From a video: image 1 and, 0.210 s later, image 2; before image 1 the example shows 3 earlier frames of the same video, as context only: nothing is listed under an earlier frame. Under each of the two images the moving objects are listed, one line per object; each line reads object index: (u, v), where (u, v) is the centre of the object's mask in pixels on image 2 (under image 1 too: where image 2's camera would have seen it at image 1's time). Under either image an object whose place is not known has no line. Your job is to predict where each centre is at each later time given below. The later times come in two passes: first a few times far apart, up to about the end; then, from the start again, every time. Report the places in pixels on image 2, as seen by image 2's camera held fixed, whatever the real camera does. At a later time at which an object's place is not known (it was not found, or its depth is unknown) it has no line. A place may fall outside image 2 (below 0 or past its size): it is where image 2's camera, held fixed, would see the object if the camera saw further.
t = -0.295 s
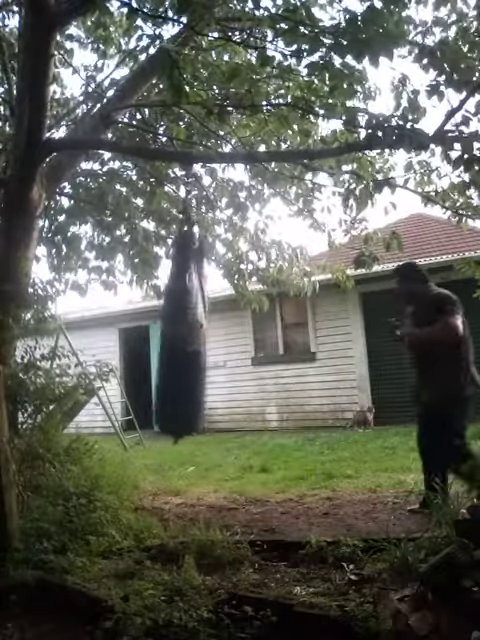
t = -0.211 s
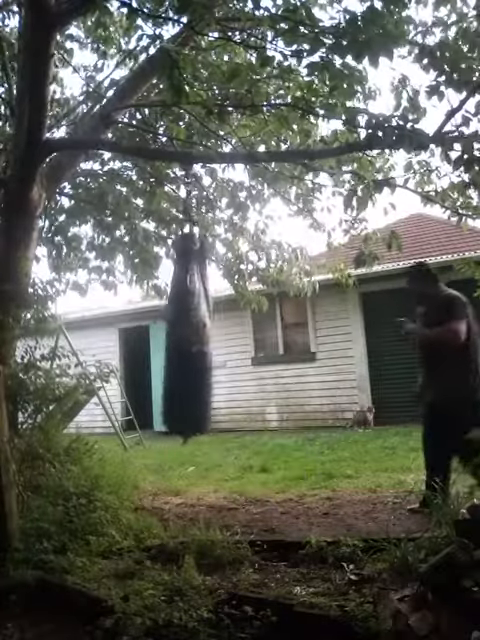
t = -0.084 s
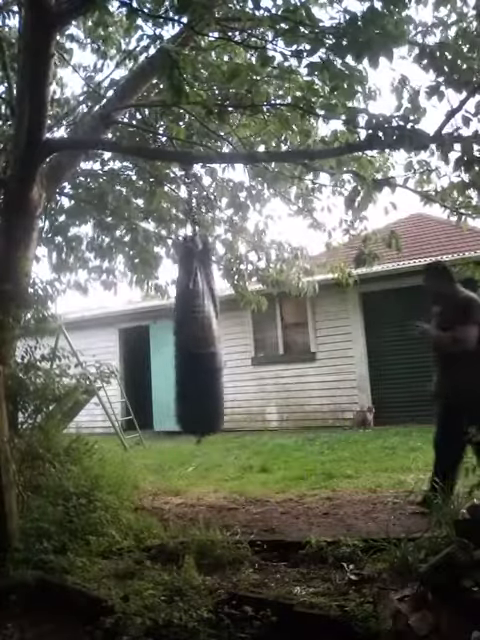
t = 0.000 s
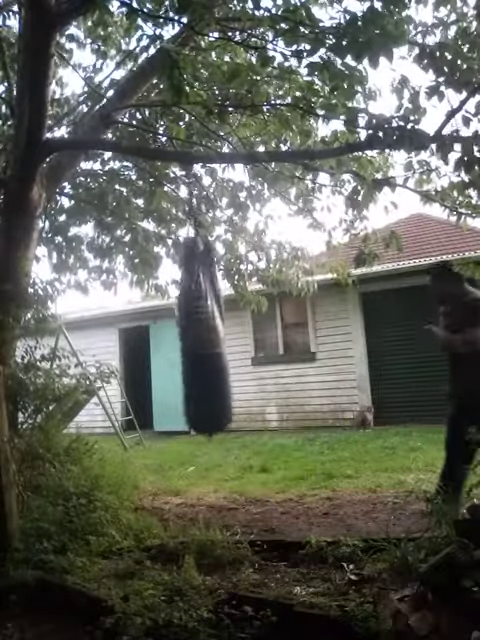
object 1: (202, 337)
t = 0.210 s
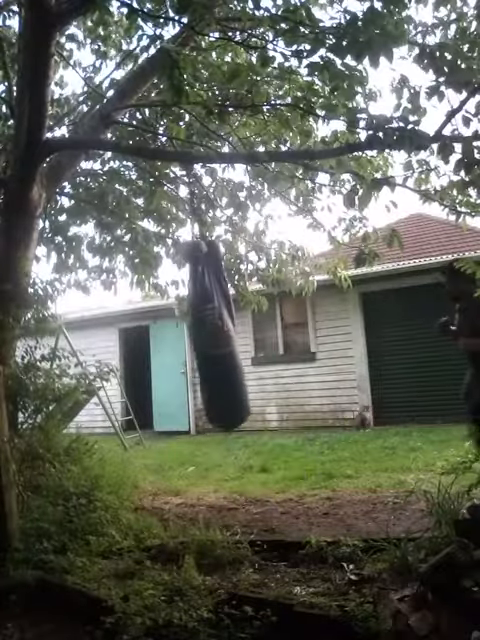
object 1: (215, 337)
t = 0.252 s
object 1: (217, 336)
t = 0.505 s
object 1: (222, 334)
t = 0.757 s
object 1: (217, 333)
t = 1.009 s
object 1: (203, 331)
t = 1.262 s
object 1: (187, 334)
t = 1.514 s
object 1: (174, 333)
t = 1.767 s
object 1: (171, 334)
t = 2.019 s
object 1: (179, 333)
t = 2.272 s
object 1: (196, 340)
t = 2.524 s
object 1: (212, 337)
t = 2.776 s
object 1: (221, 336)
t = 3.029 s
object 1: (219, 336)
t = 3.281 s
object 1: (208, 339)
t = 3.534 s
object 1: (191, 339)
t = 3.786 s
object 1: (177, 333)
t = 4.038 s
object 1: (173, 333)
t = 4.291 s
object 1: (179, 334)
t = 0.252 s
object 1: (217, 336)
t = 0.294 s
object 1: (218, 336)
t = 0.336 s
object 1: (220, 336)
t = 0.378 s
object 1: (221, 335)
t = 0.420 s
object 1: (221, 335)
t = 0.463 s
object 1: (222, 335)
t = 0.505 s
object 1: (222, 334)
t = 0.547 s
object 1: (222, 335)
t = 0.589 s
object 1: (221, 333)
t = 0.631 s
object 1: (220, 333)
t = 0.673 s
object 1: (219, 333)
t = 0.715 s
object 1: (218, 332)
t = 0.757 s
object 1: (217, 333)
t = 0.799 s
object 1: (214, 329)
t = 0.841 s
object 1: (212, 330)
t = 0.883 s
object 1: (211, 335)
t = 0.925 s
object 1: (208, 332)
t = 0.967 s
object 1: (206, 335)
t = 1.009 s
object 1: (203, 331)
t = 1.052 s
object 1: (200, 331)
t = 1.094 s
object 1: (197, 332)
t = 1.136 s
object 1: (195, 333)
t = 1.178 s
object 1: (192, 334)
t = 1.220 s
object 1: (189, 333)
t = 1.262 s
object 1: (187, 334)
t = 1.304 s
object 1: (184, 333)
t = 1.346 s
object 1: (181, 333)
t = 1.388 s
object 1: (179, 332)
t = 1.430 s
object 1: (177, 332)
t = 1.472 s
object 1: (175, 333)
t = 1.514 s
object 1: (174, 333)
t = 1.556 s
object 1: (173, 332)
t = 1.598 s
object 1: (172, 332)
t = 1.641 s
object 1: (171, 333)
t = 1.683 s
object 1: (171, 334)
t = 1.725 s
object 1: (170, 334)
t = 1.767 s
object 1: (171, 334)
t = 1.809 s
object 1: (171, 334)
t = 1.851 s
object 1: (172, 333)
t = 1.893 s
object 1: (173, 334)
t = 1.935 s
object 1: (175, 334)
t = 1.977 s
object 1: (176, 334)
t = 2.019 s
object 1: (179, 333)
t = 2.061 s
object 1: (182, 334)
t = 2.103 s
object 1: (184, 334)
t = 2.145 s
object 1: (187, 334)
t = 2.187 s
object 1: (190, 335)
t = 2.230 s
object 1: (193, 340)
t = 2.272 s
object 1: (196, 340)
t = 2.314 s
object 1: (199, 339)
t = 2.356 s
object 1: (201, 339)
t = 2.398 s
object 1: (204, 338)
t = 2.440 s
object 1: (207, 337)
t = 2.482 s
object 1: (209, 337)
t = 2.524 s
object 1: (212, 337)
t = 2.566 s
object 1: (214, 337)
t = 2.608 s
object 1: (216, 337)
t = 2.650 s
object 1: (218, 336)
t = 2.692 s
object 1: (219, 335)
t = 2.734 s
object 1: (221, 336)
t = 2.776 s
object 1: (221, 336)
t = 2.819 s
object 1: (222, 335)
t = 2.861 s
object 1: (222, 335)
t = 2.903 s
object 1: (222, 335)
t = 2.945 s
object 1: (221, 335)
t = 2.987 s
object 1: (220, 335)
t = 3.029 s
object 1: (219, 336)
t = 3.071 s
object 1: (218, 337)
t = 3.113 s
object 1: (217, 338)
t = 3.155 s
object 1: (215, 338)
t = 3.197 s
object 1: (213, 338)
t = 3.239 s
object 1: (211, 339)
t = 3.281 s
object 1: (208, 339)
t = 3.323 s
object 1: (205, 335)
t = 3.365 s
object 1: (202, 335)
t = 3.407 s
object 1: (200, 335)
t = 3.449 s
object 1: (197, 339)
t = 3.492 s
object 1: (194, 340)
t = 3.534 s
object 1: (191, 339)
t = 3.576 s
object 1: (189, 339)
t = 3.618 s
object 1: (186, 338)
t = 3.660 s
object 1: (184, 339)
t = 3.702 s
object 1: (181, 339)
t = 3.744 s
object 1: (179, 339)
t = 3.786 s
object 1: (177, 333)
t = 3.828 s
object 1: (176, 332)
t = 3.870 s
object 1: (175, 333)
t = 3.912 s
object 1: (174, 333)
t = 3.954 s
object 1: (173, 333)
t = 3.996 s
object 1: (173, 333)
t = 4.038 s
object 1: (173, 333)
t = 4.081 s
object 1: (173, 333)
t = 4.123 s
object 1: (173, 333)
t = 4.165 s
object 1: (174, 334)
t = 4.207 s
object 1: (176, 333)
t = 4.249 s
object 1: (177, 333)
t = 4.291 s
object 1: (179, 334)
